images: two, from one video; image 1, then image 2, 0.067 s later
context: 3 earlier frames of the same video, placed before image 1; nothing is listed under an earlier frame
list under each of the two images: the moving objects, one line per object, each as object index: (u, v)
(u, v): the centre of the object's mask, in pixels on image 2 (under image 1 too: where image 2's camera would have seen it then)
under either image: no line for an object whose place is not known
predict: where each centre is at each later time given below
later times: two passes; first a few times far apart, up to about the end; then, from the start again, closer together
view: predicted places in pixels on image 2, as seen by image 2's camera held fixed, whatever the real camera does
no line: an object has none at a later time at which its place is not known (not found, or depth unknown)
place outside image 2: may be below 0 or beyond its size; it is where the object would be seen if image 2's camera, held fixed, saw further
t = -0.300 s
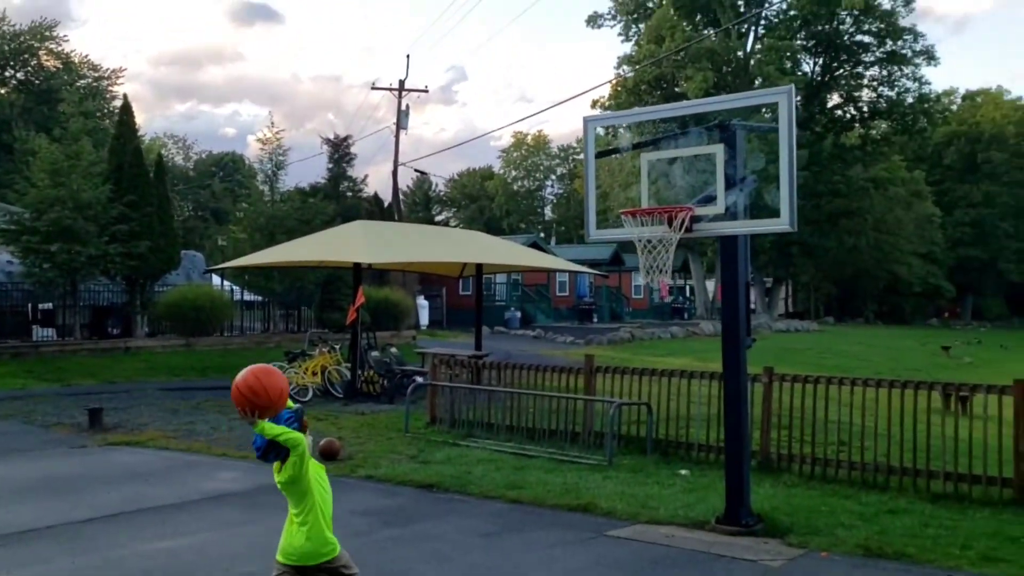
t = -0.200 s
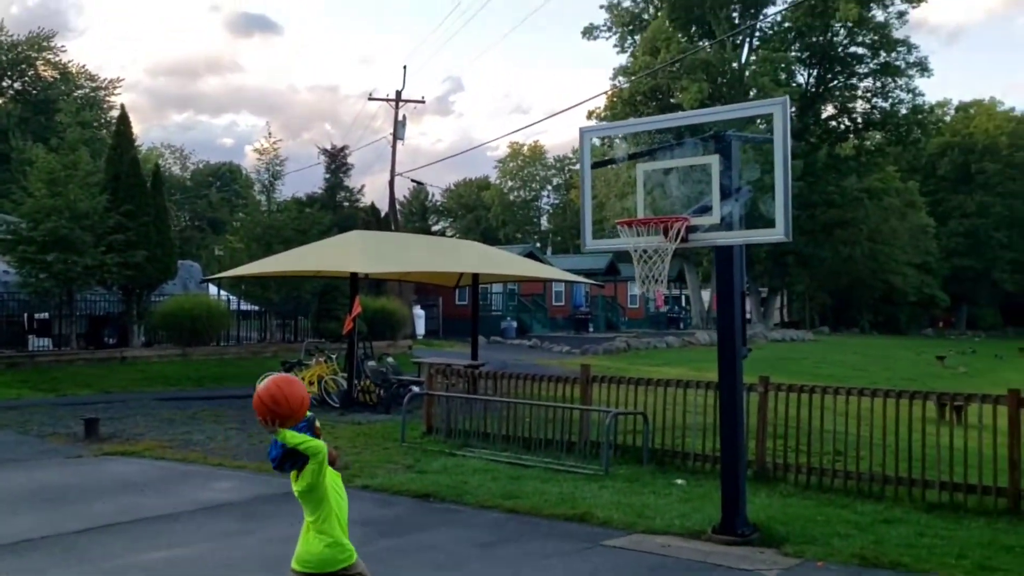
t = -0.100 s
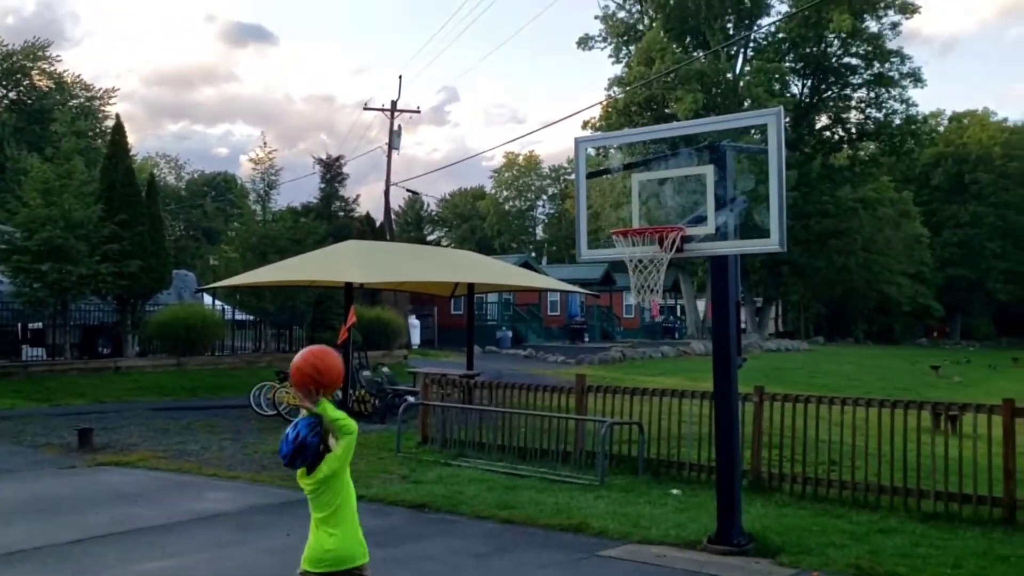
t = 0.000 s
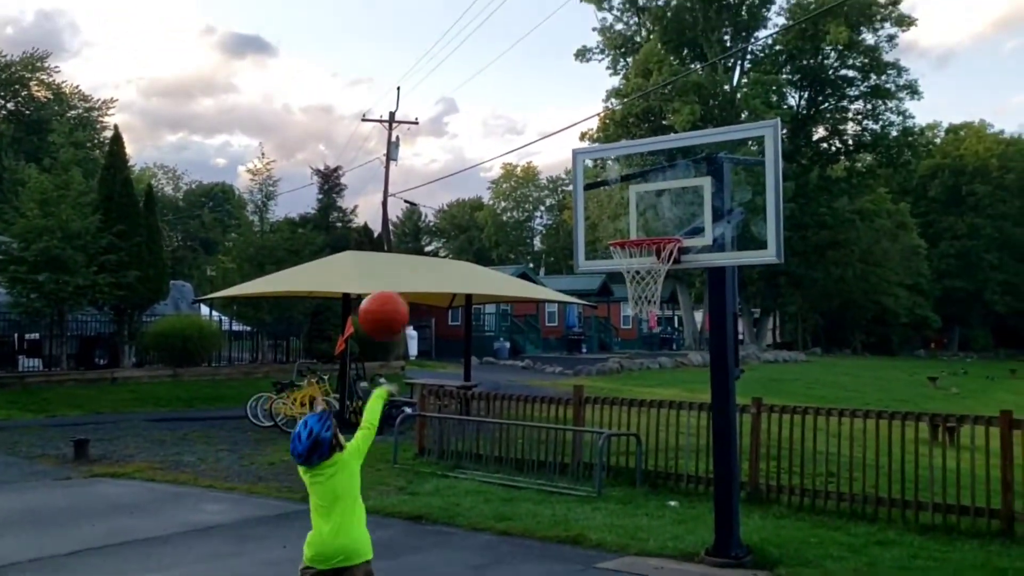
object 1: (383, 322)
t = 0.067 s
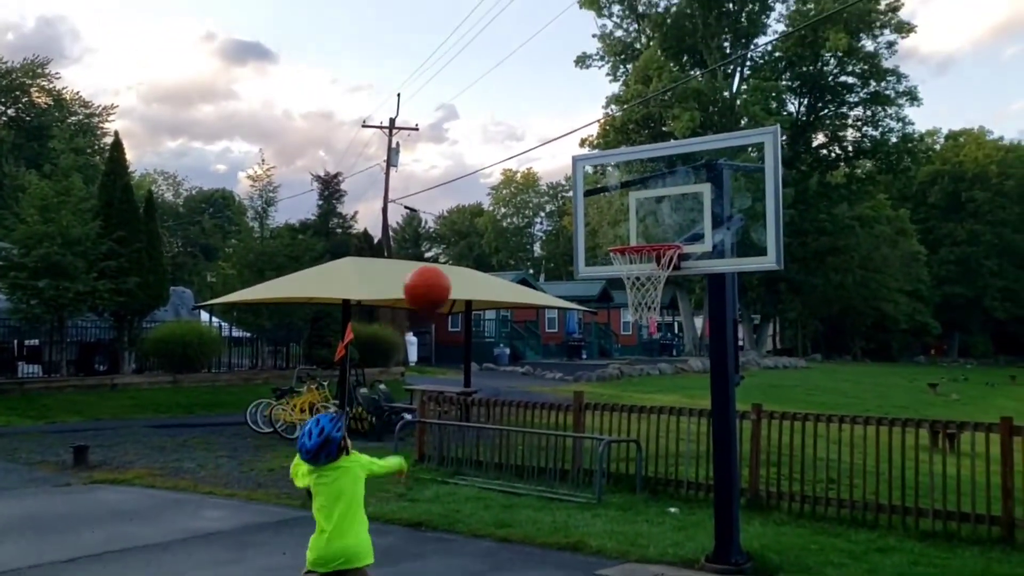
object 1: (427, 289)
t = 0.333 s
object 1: (561, 256)
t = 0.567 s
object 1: (642, 318)
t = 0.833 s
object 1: (698, 448)
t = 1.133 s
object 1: (611, 505)
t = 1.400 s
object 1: (503, 440)
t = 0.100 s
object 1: (447, 276)
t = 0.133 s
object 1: (466, 267)
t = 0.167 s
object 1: (484, 260)
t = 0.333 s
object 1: (561, 256)
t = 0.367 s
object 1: (575, 261)
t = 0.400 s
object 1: (588, 267)
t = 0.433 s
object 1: (600, 274)
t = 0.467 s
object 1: (613, 283)
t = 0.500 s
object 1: (621, 292)
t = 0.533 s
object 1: (628, 304)
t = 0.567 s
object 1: (642, 318)
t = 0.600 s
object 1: (653, 328)
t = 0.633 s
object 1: (663, 343)
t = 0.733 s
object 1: (690, 393)
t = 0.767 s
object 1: (700, 412)
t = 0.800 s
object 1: (705, 430)
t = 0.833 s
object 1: (698, 448)
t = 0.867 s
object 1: (690, 466)
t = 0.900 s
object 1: (682, 488)
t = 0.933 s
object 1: (674, 511)
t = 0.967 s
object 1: (666, 536)
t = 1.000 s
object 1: (657, 559)
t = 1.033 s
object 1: (647, 553)
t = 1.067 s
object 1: (635, 537)
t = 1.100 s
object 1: (623, 520)
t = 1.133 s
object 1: (611, 505)
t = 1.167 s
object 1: (598, 491)
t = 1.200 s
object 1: (585, 479)
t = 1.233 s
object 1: (572, 468)
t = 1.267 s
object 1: (558, 459)
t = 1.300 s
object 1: (545, 452)
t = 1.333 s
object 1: (531, 447)
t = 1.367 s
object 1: (517, 443)
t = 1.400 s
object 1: (503, 440)
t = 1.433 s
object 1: (487, 440)
